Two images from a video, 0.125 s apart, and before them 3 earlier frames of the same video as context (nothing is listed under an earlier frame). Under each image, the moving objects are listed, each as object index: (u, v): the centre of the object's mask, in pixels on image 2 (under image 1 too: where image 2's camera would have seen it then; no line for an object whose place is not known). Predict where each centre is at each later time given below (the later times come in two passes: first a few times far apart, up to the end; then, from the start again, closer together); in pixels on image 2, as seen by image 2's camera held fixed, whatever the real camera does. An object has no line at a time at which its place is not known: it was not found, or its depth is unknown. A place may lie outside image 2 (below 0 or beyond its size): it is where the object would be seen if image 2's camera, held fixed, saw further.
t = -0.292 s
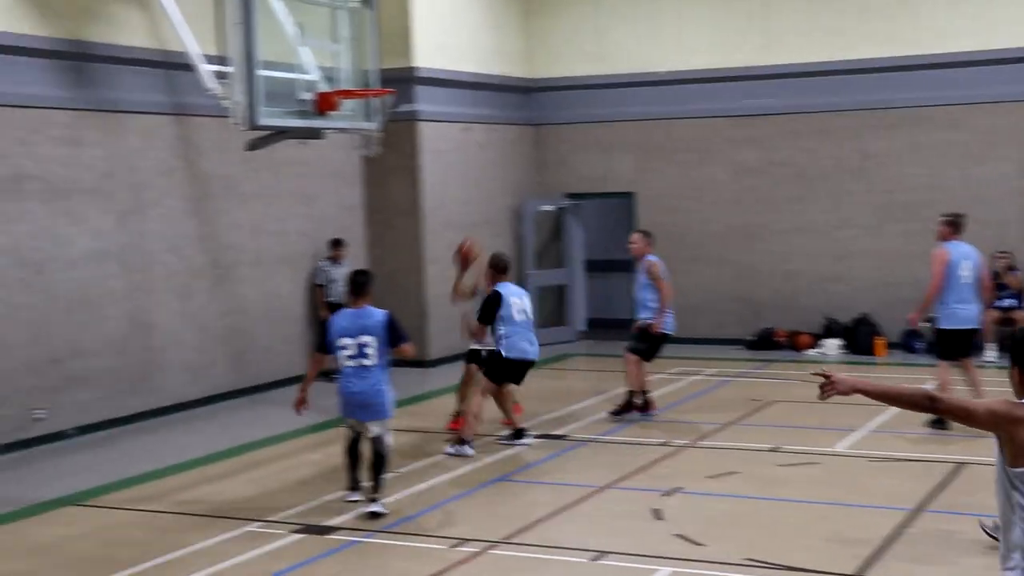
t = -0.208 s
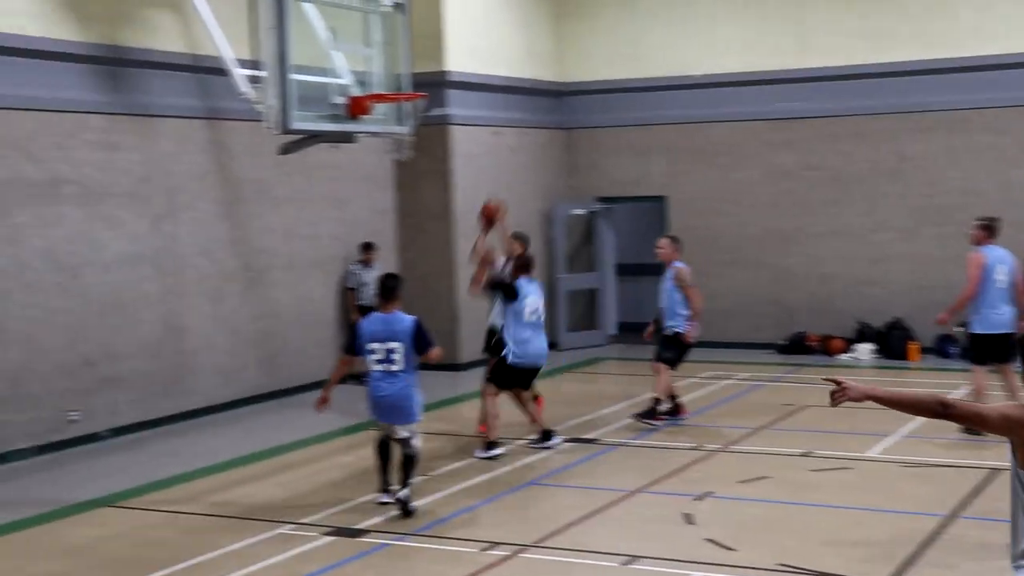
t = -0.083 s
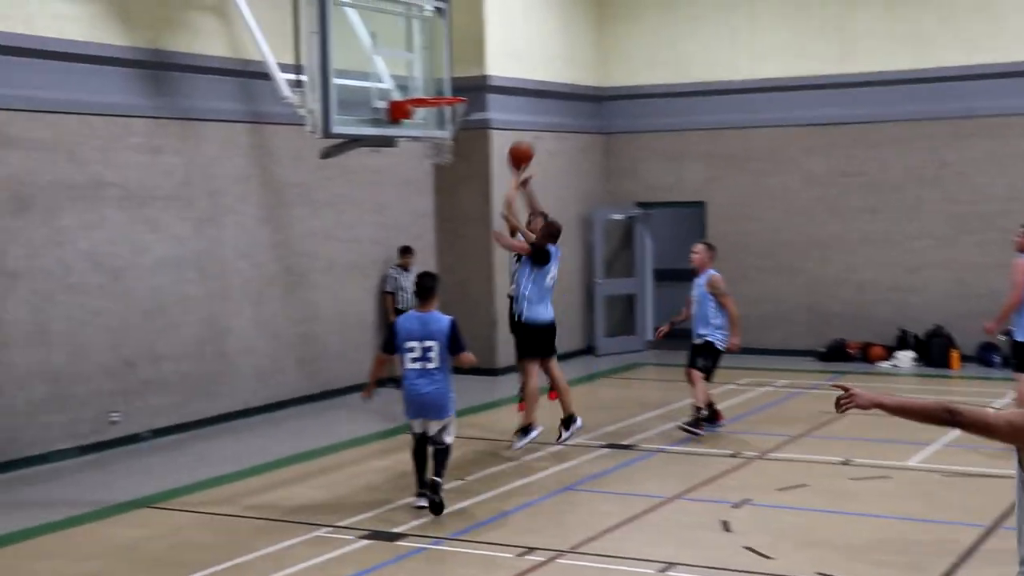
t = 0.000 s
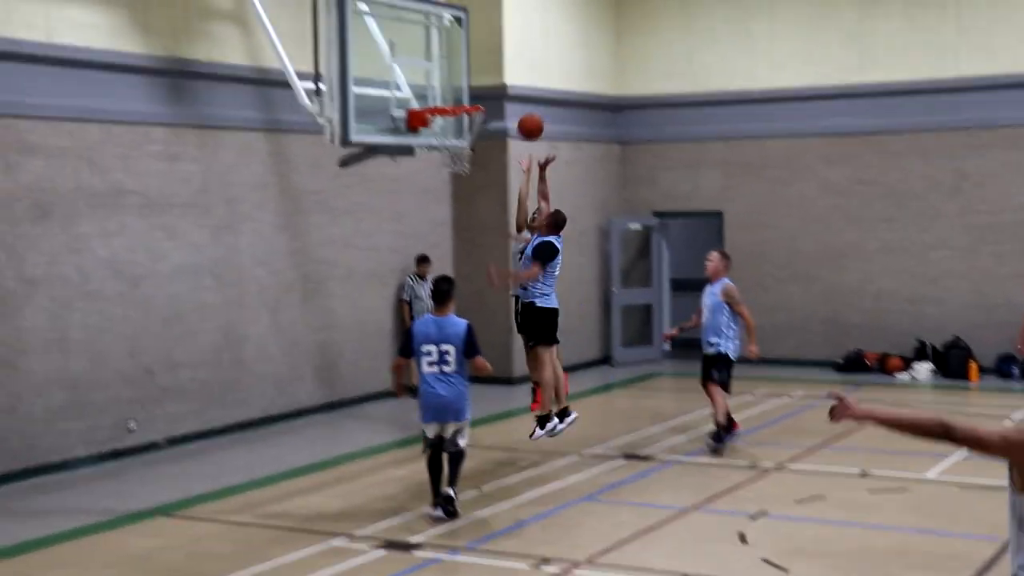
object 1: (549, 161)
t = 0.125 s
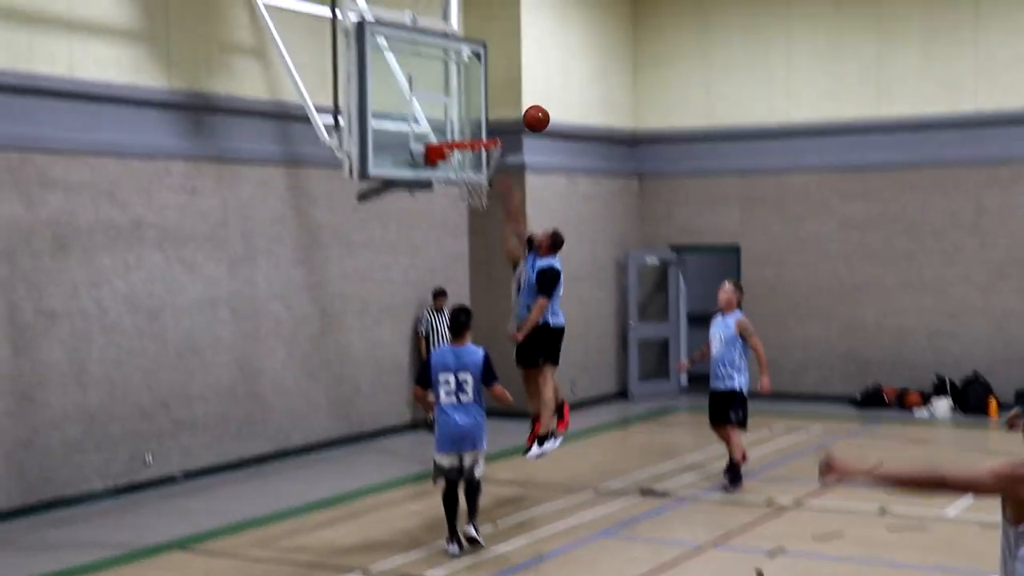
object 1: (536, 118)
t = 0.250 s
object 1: (524, 92)
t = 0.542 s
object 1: (495, 101)
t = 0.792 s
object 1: (469, 175)
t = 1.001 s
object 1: (453, 225)
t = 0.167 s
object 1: (532, 108)
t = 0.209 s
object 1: (528, 99)
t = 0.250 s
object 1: (524, 92)
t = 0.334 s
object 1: (515, 85)
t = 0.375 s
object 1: (511, 84)
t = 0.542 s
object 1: (495, 101)
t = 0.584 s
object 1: (490, 110)
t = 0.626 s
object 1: (486, 122)
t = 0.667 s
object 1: (482, 131)
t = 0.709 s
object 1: (478, 154)
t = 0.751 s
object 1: (473, 168)
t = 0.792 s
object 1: (469, 175)
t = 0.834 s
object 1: (466, 180)
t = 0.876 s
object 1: (463, 188)
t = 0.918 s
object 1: (460, 198)
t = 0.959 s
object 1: (456, 211)
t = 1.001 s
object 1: (453, 225)
